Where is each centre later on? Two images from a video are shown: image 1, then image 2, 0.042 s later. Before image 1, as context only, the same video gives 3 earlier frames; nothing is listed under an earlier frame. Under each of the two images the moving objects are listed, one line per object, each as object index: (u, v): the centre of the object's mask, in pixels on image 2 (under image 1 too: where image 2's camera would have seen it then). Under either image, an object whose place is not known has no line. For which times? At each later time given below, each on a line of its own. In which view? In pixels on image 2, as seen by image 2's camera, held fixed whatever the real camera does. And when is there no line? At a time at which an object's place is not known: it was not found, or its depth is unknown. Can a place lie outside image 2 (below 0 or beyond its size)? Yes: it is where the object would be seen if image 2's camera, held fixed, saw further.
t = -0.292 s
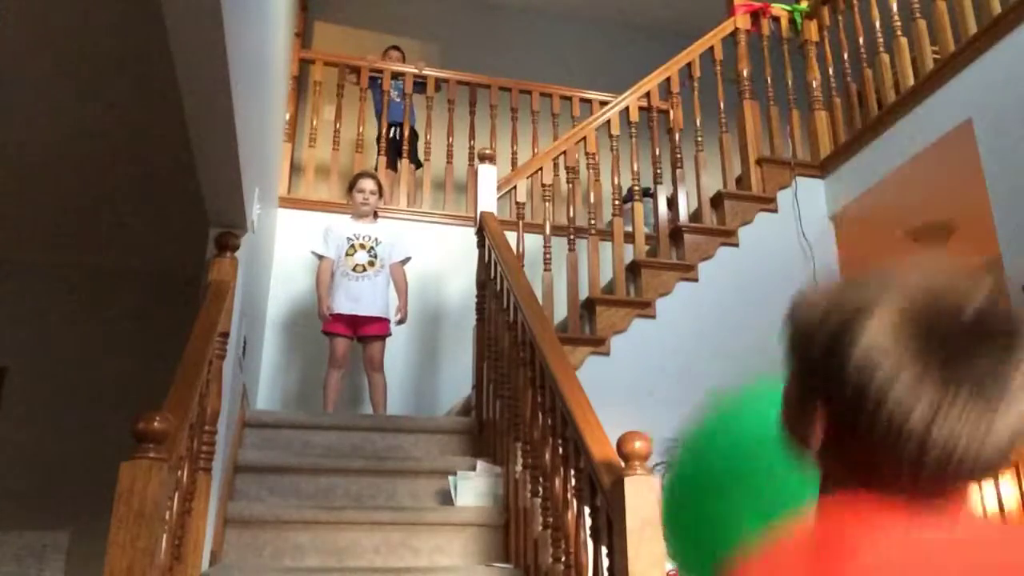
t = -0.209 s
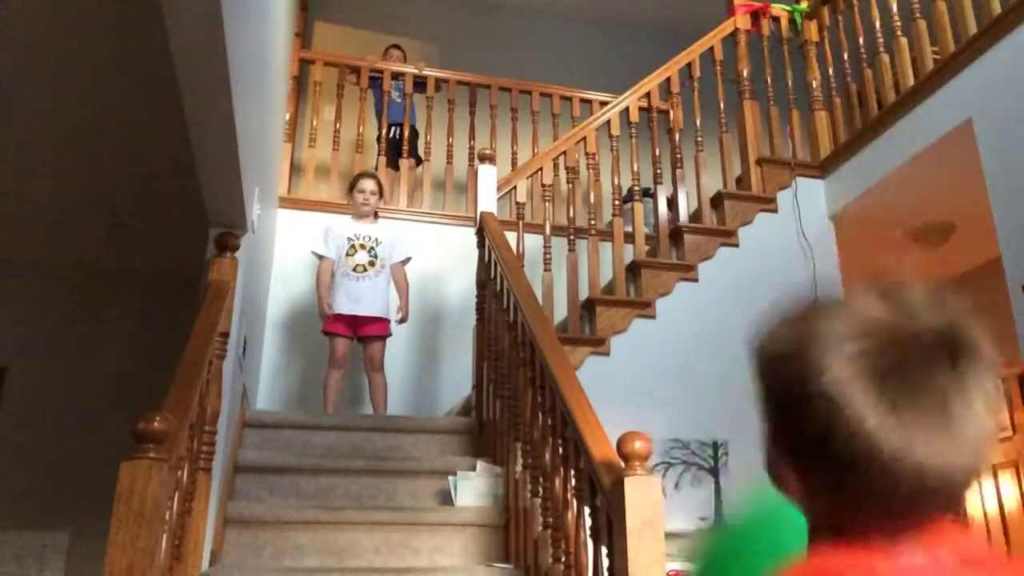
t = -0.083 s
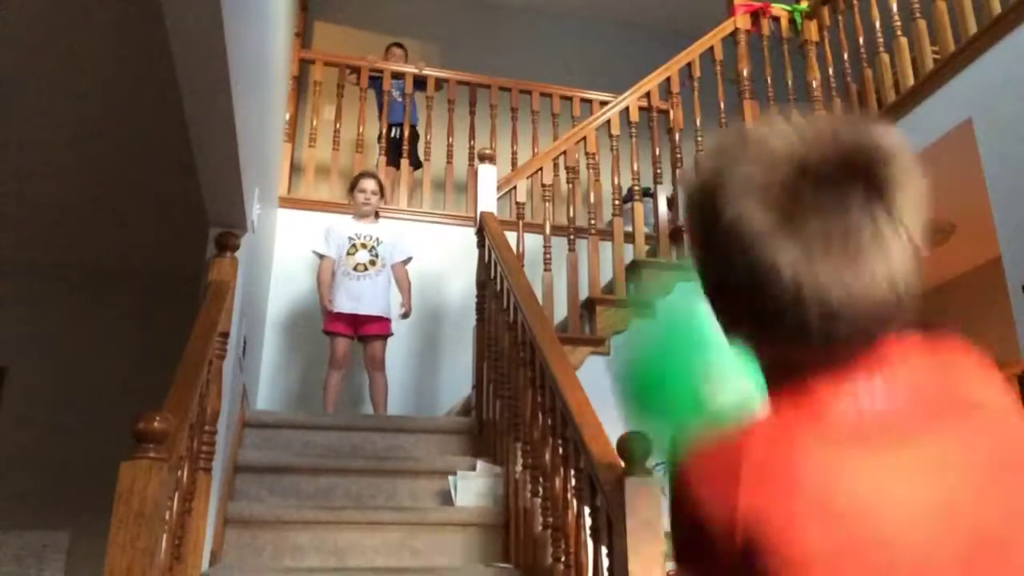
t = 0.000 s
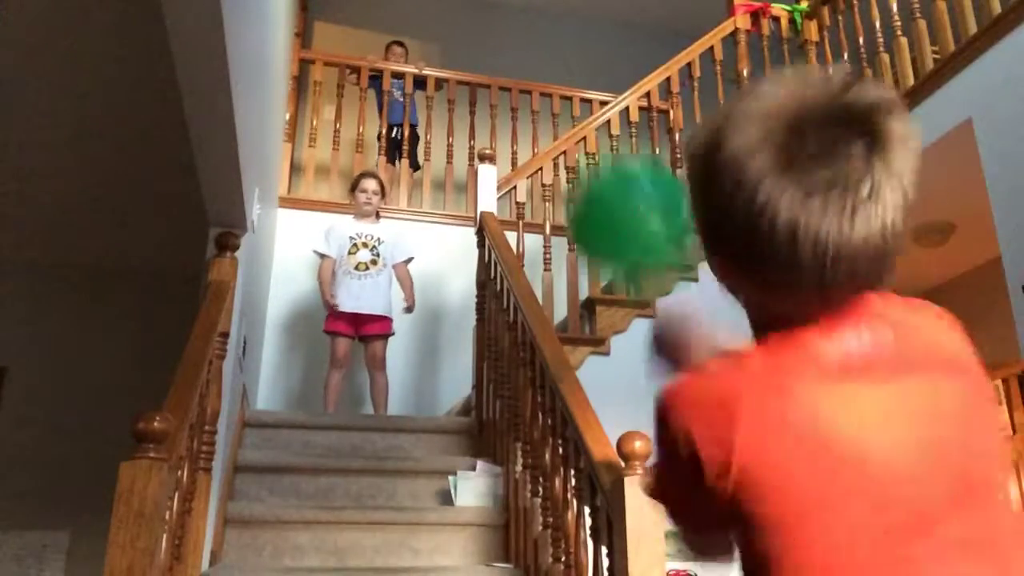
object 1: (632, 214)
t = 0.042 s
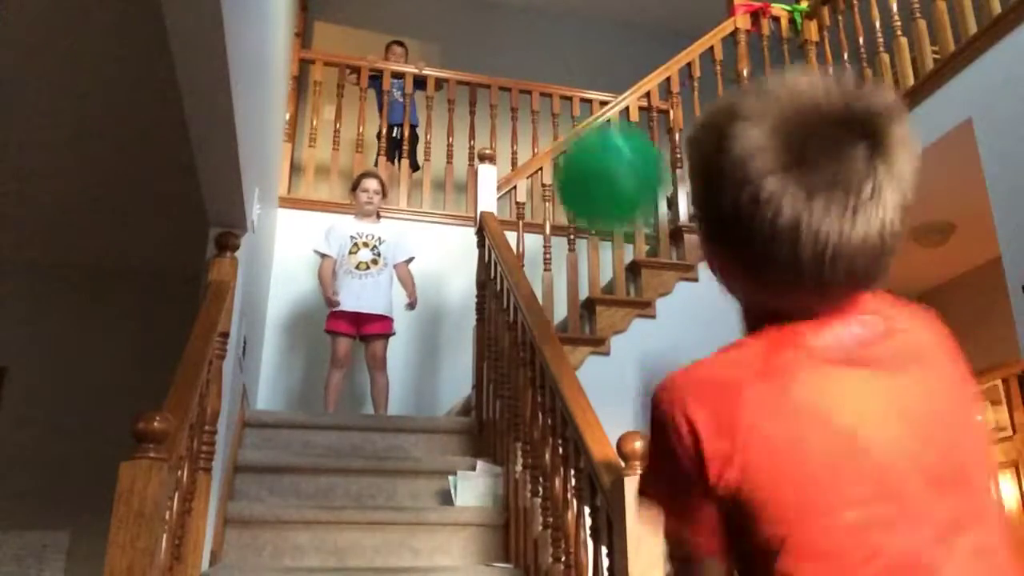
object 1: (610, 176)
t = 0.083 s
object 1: (592, 147)
